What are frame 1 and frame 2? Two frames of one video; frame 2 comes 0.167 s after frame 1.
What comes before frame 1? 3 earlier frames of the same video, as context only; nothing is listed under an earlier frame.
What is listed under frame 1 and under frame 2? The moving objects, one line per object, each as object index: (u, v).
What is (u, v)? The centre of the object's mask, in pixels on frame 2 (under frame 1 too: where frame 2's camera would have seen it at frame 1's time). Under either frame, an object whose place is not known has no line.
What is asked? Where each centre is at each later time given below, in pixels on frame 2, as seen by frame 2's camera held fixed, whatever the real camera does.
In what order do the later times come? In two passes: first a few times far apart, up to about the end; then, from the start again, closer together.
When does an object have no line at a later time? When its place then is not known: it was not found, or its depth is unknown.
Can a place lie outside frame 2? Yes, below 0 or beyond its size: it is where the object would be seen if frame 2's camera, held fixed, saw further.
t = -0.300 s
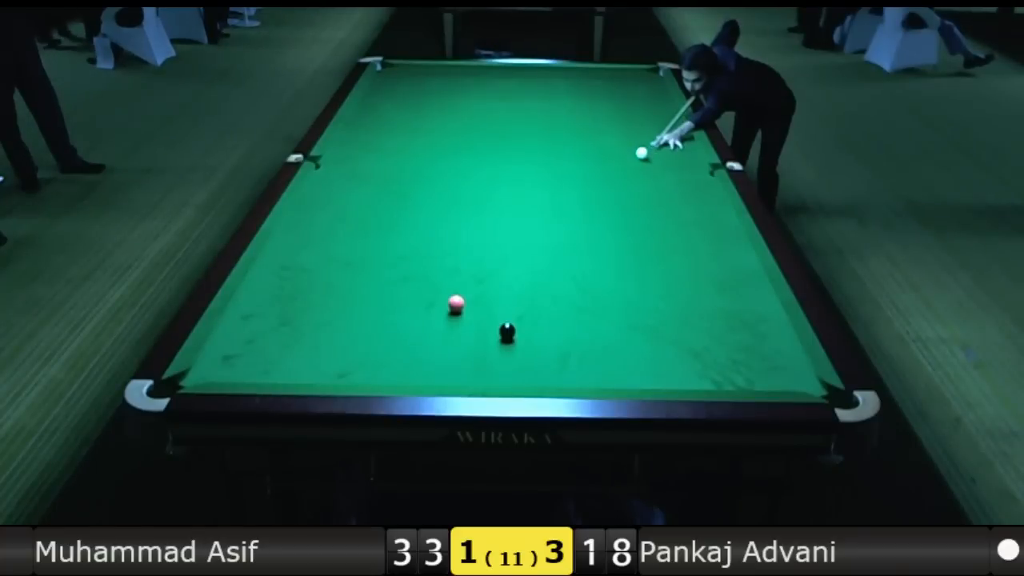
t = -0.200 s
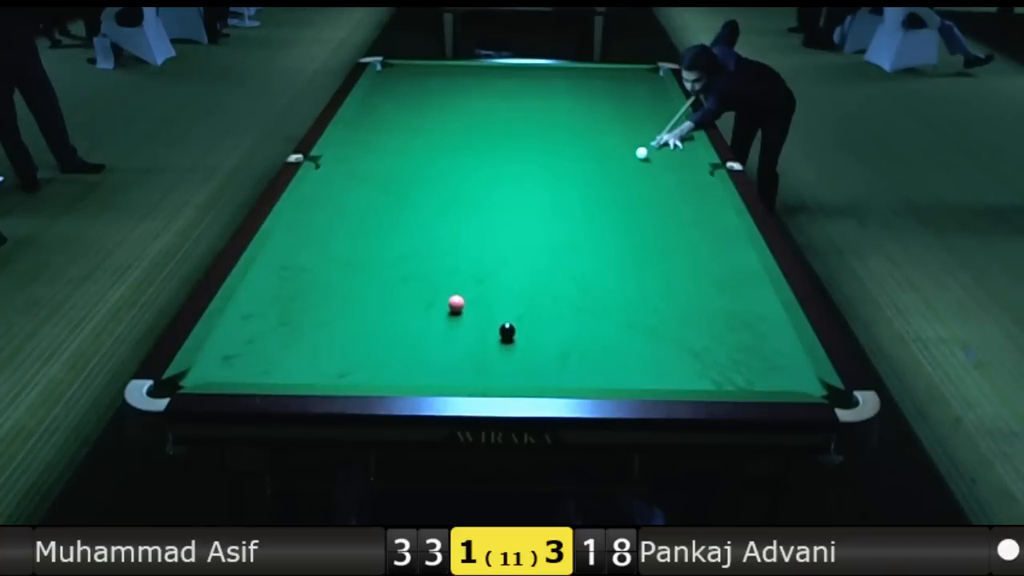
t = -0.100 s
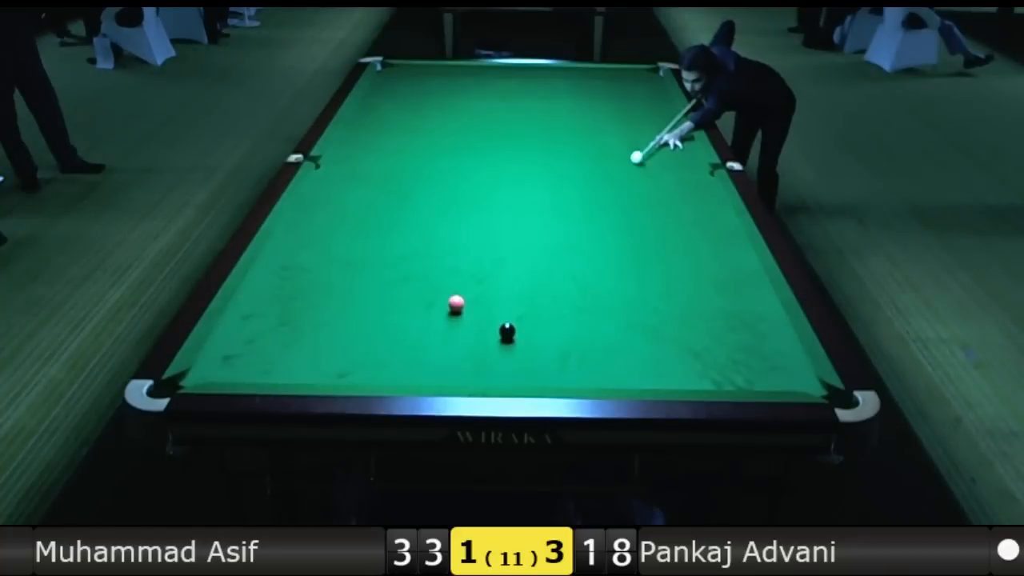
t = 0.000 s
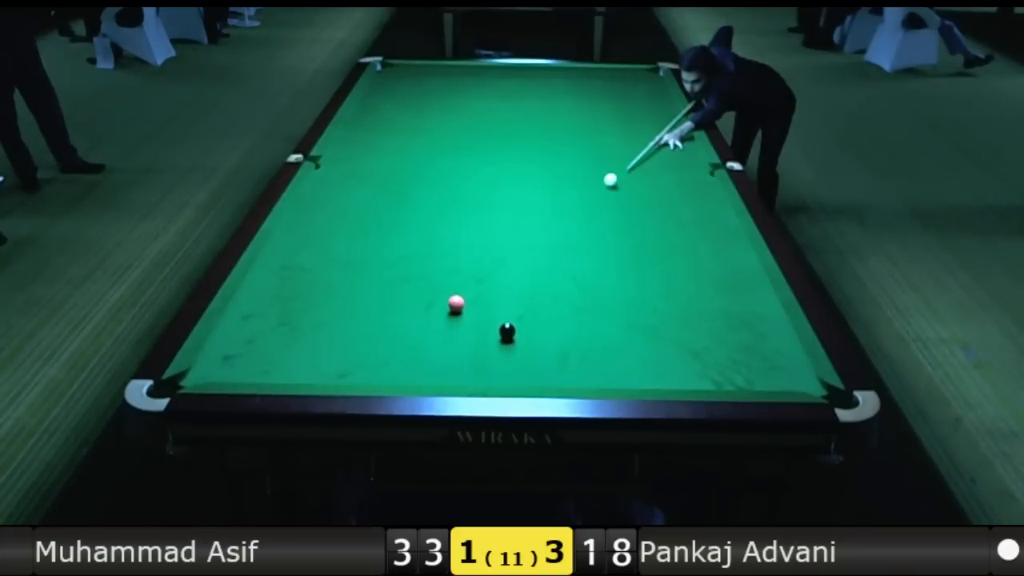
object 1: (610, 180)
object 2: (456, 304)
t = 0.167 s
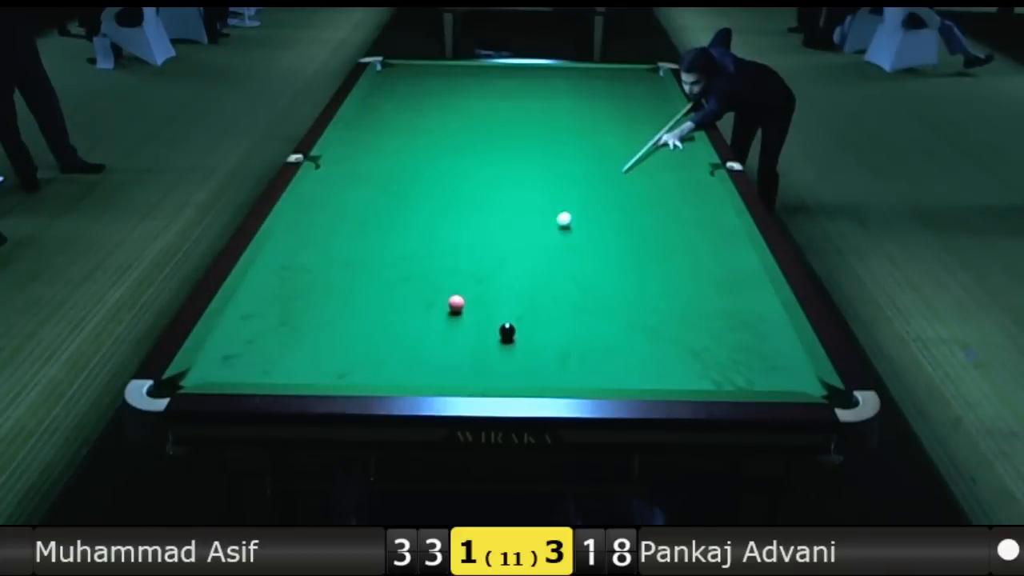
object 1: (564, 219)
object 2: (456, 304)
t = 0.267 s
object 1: (535, 244)
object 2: (456, 304)
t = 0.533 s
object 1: (475, 304)
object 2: (438, 309)
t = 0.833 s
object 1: (494, 354)
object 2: (333, 341)
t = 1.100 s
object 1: (515, 368)
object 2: (244, 367)
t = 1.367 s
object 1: (543, 337)
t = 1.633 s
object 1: (566, 311)
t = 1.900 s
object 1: (587, 288)
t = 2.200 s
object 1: (608, 266)
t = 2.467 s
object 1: (624, 249)
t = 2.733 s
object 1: (638, 234)
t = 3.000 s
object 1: (651, 220)
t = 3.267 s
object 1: (663, 208)
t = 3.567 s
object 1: (674, 196)
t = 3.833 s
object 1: (683, 186)
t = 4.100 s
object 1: (691, 177)
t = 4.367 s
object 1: (699, 169)
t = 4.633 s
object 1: (703, 164)
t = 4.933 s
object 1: (687, 164)
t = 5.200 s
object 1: (675, 163)
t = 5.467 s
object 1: (665, 163)
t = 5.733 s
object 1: (655, 163)
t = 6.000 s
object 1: (647, 163)
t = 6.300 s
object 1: (640, 162)
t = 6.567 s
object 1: (634, 162)
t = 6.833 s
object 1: (630, 162)
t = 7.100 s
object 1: (627, 162)
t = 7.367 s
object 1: (625, 162)
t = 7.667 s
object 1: (624, 162)
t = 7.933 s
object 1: (624, 162)
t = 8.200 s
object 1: (624, 162)
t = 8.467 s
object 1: (624, 162)
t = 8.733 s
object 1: (624, 162)
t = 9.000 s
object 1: (624, 162)
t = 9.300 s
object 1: (624, 162)
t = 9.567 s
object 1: (624, 162)
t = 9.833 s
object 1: (624, 162)
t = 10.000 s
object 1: (624, 162)
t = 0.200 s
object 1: (554, 227)
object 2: (456, 304)
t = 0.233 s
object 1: (545, 236)
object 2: (456, 304)
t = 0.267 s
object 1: (535, 244)
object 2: (456, 304)
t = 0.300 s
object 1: (525, 252)
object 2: (456, 304)
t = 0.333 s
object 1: (516, 260)
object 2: (456, 304)
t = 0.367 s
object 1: (506, 268)
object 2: (456, 304)
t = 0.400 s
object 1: (496, 277)
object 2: (456, 304)
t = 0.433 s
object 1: (487, 285)
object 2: (456, 304)
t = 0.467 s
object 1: (477, 293)
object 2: (456, 304)
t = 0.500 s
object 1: (471, 301)
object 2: (452, 305)
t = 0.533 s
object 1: (475, 304)
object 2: (438, 309)
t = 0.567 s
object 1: (479, 309)
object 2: (424, 314)
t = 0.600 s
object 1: (482, 314)
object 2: (411, 317)
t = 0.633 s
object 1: (484, 319)
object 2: (399, 321)
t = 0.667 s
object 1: (486, 325)
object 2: (387, 324)
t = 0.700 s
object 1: (488, 330)
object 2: (375, 328)
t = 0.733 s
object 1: (489, 336)
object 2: (365, 331)
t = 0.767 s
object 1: (491, 342)
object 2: (354, 335)
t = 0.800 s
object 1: (492, 348)
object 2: (344, 338)
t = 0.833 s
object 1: (494, 354)
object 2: (333, 341)
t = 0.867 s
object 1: (496, 360)
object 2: (322, 344)
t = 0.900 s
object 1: (497, 366)
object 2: (311, 347)
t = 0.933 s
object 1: (499, 372)
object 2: (300, 350)
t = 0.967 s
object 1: (501, 377)
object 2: (289, 354)
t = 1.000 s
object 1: (503, 380)
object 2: (278, 357)
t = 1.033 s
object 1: (508, 376)
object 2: (267, 360)
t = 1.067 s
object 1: (512, 372)
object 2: (255, 363)
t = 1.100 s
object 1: (515, 368)
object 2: (244, 367)
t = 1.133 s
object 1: (519, 364)
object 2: (232, 370)
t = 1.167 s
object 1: (523, 360)
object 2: (221, 373)
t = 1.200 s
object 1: (526, 356)
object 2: (209, 375)
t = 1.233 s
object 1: (530, 352)
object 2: (197, 378)
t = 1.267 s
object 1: (533, 348)
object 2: (185, 382)
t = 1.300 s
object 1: (536, 344)
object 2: (172, 389)
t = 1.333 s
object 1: (539, 341)
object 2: (163, 396)
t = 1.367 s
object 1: (543, 337)
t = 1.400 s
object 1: (546, 333)
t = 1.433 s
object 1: (549, 330)
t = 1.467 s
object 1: (552, 327)
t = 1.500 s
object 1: (555, 323)
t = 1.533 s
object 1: (558, 320)
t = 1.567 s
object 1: (561, 317)
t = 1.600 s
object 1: (564, 314)
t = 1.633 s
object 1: (566, 311)
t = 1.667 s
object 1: (569, 308)
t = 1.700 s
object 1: (572, 305)
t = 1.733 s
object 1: (575, 302)
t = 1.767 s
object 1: (577, 299)
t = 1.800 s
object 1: (580, 296)
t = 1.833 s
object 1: (582, 294)
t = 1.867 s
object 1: (585, 291)
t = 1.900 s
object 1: (587, 288)
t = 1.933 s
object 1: (590, 286)
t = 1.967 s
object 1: (592, 283)
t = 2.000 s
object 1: (594, 281)
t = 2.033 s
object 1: (597, 278)
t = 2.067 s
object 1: (599, 275)
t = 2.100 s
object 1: (601, 273)
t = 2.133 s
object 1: (604, 271)
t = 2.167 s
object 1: (606, 268)
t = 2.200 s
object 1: (608, 266)
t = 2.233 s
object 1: (610, 264)
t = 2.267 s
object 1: (612, 262)
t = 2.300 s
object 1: (614, 259)
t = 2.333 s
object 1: (616, 258)
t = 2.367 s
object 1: (618, 255)
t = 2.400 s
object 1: (620, 253)
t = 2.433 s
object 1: (622, 251)
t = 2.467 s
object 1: (624, 249)
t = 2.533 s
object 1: (628, 245)
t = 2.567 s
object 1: (629, 243)
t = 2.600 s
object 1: (631, 242)
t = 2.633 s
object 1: (633, 239)
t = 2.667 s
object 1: (635, 238)
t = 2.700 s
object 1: (637, 236)
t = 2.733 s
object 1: (638, 234)
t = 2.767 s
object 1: (640, 232)
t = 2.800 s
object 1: (642, 230)
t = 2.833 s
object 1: (643, 228)
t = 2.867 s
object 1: (645, 227)
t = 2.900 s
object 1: (646, 225)
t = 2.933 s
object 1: (648, 224)
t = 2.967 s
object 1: (650, 222)
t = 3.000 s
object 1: (651, 220)
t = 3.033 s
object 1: (653, 219)
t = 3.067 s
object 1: (654, 217)
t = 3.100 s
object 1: (656, 216)
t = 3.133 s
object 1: (657, 214)
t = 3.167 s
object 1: (658, 212)
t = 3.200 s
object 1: (660, 211)
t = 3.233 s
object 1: (661, 209)
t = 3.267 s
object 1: (663, 208)
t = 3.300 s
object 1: (664, 206)
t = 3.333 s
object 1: (665, 205)
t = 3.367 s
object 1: (666, 204)
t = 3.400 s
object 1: (668, 202)
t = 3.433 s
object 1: (669, 201)
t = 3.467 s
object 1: (670, 200)
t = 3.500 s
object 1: (671, 198)
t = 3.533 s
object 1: (673, 197)
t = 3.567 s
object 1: (674, 196)
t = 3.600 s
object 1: (675, 194)
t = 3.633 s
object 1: (676, 193)
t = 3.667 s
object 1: (677, 192)
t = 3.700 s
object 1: (679, 191)
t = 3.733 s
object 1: (680, 190)
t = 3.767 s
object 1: (681, 188)
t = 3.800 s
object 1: (682, 187)
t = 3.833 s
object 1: (683, 186)
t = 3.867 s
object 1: (684, 185)
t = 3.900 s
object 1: (685, 184)
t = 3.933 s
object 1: (687, 182)
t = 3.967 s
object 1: (688, 182)
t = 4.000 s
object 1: (689, 180)
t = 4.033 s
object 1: (690, 179)
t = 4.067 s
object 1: (691, 178)
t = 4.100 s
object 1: (691, 177)
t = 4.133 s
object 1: (693, 176)
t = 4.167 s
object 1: (693, 175)
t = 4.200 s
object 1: (694, 174)
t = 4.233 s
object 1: (695, 173)
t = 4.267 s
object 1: (696, 172)
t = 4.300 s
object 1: (697, 172)
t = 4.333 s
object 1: (698, 170)
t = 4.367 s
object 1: (699, 169)
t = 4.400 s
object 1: (700, 169)
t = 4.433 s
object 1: (701, 168)
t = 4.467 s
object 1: (702, 167)
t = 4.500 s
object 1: (703, 166)
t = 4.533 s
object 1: (704, 165)
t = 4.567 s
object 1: (704, 164)
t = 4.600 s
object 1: (704, 164)
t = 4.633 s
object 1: (703, 164)
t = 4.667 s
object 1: (701, 164)
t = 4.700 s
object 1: (700, 164)
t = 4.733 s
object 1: (698, 164)
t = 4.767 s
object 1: (696, 164)
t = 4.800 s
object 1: (694, 164)
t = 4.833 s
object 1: (692, 164)
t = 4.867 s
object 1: (691, 164)
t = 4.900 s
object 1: (689, 164)
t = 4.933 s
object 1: (687, 164)
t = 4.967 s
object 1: (686, 164)
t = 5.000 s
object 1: (684, 164)
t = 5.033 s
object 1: (683, 163)
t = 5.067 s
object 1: (681, 163)
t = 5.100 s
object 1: (680, 163)
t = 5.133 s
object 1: (678, 163)
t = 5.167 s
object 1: (677, 163)
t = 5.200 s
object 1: (675, 163)
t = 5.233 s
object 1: (674, 163)
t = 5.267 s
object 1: (673, 163)
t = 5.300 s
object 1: (671, 163)
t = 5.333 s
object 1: (670, 163)
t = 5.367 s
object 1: (668, 163)
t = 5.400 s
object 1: (667, 163)
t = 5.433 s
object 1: (666, 163)
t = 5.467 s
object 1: (665, 163)
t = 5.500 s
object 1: (663, 163)
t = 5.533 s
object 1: (662, 163)
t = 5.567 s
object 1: (661, 163)
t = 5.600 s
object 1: (660, 163)
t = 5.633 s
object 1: (659, 163)
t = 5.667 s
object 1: (657, 163)
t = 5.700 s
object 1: (656, 163)
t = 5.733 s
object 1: (655, 163)
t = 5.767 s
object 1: (654, 163)
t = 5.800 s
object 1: (653, 163)
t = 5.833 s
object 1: (652, 163)
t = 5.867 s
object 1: (651, 163)
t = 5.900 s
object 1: (650, 163)
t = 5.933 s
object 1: (649, 163)
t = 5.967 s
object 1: (648, 163)
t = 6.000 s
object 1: (647, 163)
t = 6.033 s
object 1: (646, 163)
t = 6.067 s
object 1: (645, 163)
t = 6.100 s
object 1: (644, 163)
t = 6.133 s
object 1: (644, 163)
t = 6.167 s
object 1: (643, 163)
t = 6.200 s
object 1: (642, 163)
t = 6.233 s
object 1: (641, 163)
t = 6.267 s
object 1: (640, 162)
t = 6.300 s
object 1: (640, 162)
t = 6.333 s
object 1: (639, 163)
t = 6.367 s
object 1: (638, 162)
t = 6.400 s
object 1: (637, 162)
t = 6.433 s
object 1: (636, 162)
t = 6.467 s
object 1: (636, 162)
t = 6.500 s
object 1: (635, 162)
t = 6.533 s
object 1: (634, 162)
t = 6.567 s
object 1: (634, 162)
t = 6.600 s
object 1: (633, 162)
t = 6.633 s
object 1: (633, 162)
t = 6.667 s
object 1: (632, 162)
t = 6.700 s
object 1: (632, 162)
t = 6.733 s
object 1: (631, 162)
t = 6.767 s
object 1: (631, 162)
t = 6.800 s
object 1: (630, 162)
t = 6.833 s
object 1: (630, 162)
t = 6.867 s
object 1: (629, 162)
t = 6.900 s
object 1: (629, 162)
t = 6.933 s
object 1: (628, 162)
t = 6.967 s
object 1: (628, 162)
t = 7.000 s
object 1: (628, 162)
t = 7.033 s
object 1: (627, 162)
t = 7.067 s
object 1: (627, 162)
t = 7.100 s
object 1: (627, 162)
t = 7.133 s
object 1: (627, 162)
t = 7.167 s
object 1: (626, 162)
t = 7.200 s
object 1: (626, 162)
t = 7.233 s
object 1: (626, 162)
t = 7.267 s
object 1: (625, 162)
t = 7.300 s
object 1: (625, 162)
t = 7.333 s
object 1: (625, 162)
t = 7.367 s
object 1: (625, 162)
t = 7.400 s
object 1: (625, 162)
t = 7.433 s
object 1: (624, 162)
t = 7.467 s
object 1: (624, 162)
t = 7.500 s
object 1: (624, 162)
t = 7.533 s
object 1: (624, 162)
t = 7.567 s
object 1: (624, 162)
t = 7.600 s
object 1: (624, 162)
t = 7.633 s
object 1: (624, 162)
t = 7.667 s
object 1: (624, 162)
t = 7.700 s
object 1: (624, 162)
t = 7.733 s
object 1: (624, 162)
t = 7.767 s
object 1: (624, 162)
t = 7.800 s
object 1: (624, 162)
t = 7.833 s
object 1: (624, 162)
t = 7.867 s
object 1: (624, 162)
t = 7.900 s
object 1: (624, 162)
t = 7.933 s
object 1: (624, 162)
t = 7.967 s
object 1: (624, 162)
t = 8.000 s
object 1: (624, 162)
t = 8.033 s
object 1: (624, 162)
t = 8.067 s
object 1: (624, 162)
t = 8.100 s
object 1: (624, 162)
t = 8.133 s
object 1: (624, 162)
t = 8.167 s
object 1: (624, 162)
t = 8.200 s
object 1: (624, 162)
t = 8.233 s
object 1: (624, 162)
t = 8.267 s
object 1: (624, 162)
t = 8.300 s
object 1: (624, 162)
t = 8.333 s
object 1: (624, 162)
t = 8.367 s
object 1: (624, 162)
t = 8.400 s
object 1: (624, 162)
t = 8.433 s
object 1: (624, 162)
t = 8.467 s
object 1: (624, 162)
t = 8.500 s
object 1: (624, 162)
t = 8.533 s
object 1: (624, 162)
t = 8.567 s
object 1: (624, 162)
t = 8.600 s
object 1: (624, 162)
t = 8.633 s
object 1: (624, 162)
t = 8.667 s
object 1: (624, 162)
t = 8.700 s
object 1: (624, 162)
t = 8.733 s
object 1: (624, 162)
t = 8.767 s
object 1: (624, 162)
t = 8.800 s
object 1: (624, 162)
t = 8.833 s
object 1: (624, 162)
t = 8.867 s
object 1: (624, 162)
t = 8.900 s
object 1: (624, 162)
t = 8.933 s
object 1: (624, 162)
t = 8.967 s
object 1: (624, 162)
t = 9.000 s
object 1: (624, 162)
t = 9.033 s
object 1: (624, 162)
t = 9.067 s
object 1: (624, 162)
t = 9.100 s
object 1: (624, 162)
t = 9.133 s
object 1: (624, 162)
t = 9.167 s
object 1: (624, 162)
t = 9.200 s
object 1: (624, 162)
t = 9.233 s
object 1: (624, 162)
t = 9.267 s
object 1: (624, 162)
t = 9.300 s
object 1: (624, 162)
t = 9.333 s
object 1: (624, 162)
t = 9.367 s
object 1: (624, 162)
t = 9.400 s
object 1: (624, 162)
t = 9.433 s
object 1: (624, 162)
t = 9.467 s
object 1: (624, 162)
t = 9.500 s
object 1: (624, 162)
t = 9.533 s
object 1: (624, 162)
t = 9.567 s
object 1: (624, 162)
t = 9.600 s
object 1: (624, 162)
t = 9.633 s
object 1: (624, 162)
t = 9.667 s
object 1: (624, 162)
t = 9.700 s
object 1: (624, 162)
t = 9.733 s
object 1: (624, 162)
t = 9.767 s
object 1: (624, 162)
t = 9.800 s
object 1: (624, 162)
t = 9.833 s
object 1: (624, 162)
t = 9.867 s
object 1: (624, 162)
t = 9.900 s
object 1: (624, 162)
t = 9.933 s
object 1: (624, 162)
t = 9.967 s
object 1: (624, 162)
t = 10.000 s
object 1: (624, 162)
